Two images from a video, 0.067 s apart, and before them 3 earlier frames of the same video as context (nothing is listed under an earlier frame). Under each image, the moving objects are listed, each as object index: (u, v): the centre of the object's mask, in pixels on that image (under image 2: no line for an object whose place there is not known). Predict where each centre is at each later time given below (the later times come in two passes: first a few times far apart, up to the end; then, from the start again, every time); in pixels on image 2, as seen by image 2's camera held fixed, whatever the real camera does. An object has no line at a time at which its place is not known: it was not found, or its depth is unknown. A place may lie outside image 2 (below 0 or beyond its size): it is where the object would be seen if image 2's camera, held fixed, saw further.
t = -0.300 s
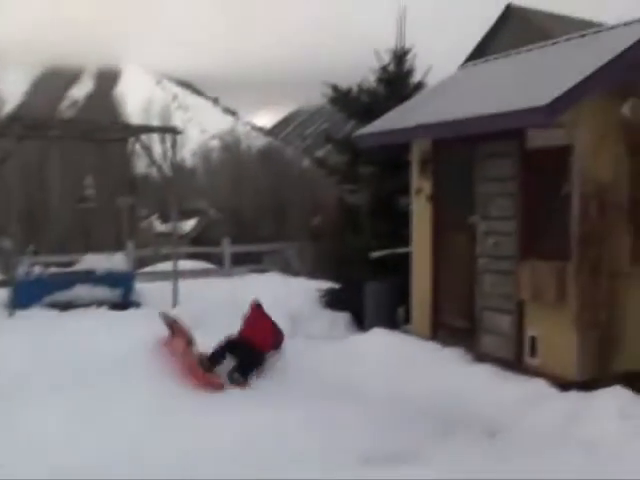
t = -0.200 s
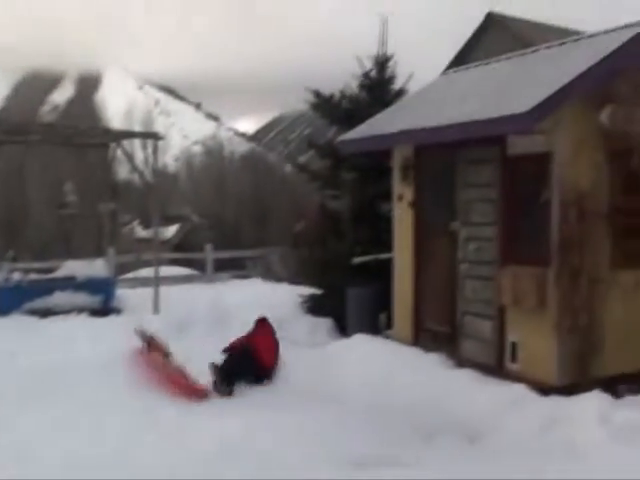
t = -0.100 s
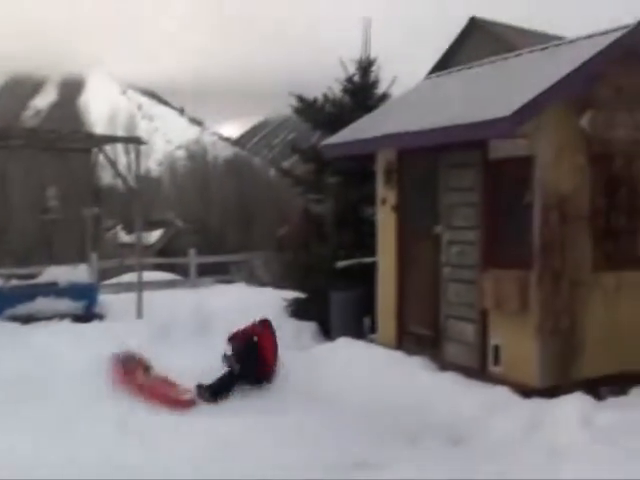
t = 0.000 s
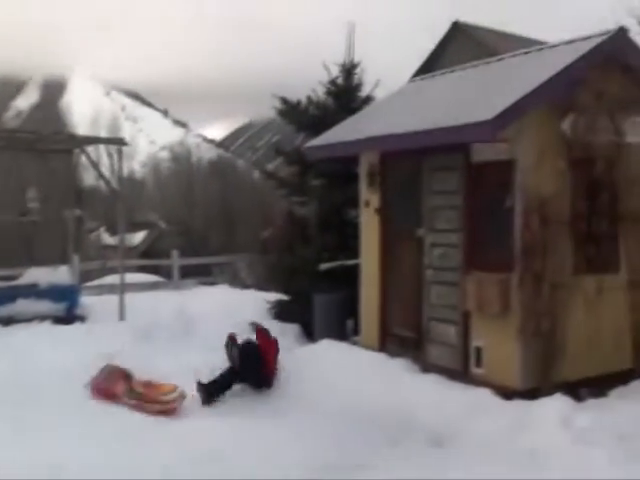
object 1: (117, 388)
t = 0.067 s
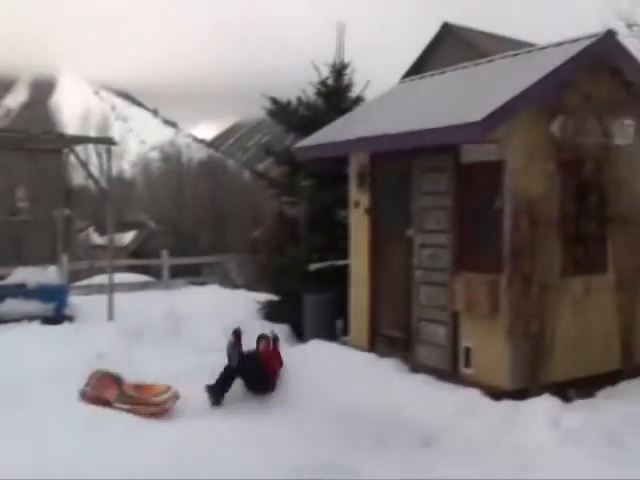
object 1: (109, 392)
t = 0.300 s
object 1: (123, 404)
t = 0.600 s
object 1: (161, 416)
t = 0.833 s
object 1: (197, 411)
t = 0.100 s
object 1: (110, 395)
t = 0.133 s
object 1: (113, 398)
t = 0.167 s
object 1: (115, 399)
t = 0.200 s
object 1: (115, 400)
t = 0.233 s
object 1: (117, 401)
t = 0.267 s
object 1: (121, 403)
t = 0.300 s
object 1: (123, 404)
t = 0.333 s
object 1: (136, 408)
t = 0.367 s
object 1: (130, 408)
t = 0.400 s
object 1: (143, 410)
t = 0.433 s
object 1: (137, 411)
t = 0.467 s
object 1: (140, 413)
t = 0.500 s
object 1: (144, 414)
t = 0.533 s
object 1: (151, 415)
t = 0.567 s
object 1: (156, 416)
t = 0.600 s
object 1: (161, 416)
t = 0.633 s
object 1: (168, 416)
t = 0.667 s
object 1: (174, 416)
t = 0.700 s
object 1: (181, 414)
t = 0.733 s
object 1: (182, 414)
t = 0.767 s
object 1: (185, 414)
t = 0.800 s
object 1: (191, 413)
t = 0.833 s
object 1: (197, 411)
